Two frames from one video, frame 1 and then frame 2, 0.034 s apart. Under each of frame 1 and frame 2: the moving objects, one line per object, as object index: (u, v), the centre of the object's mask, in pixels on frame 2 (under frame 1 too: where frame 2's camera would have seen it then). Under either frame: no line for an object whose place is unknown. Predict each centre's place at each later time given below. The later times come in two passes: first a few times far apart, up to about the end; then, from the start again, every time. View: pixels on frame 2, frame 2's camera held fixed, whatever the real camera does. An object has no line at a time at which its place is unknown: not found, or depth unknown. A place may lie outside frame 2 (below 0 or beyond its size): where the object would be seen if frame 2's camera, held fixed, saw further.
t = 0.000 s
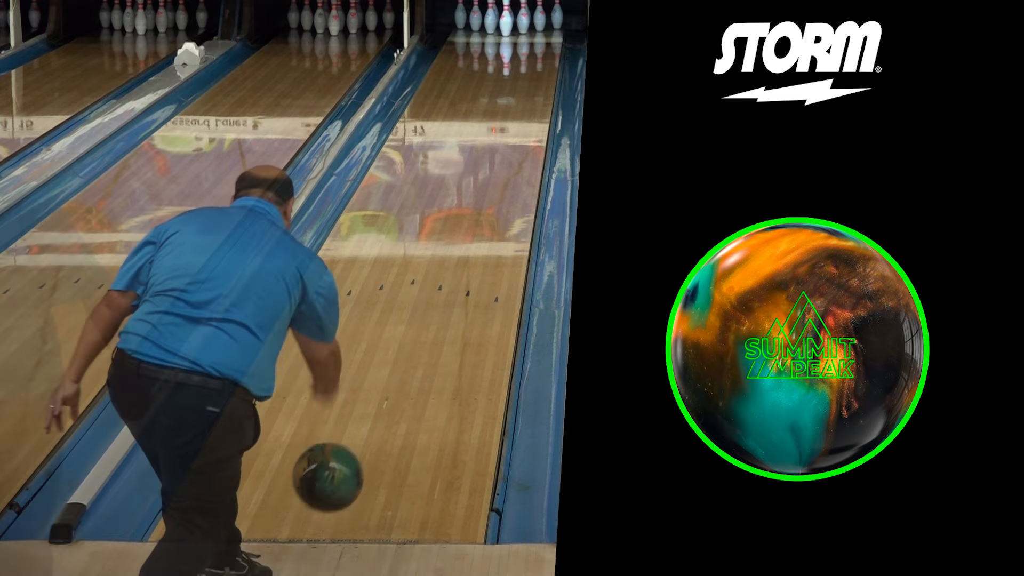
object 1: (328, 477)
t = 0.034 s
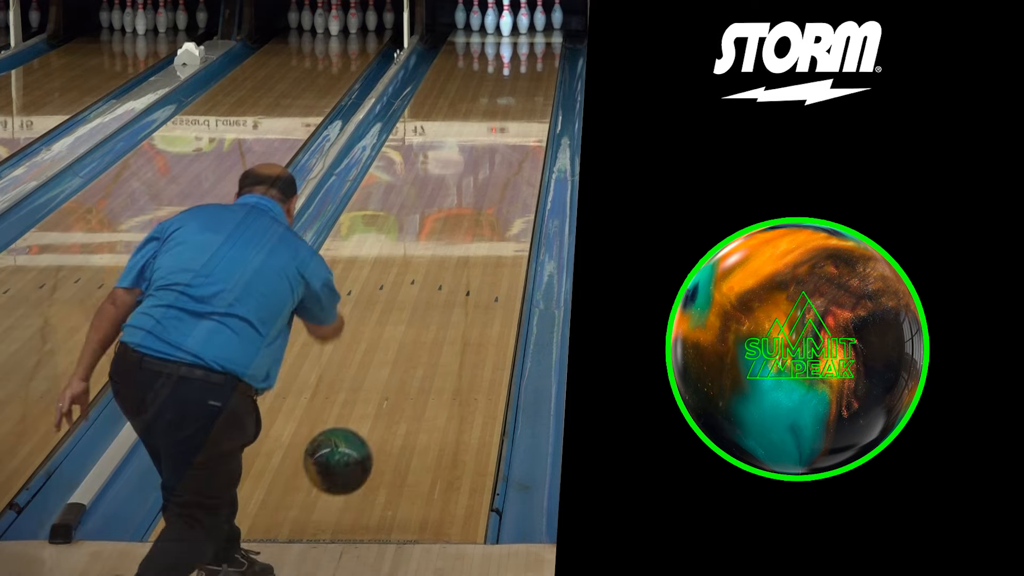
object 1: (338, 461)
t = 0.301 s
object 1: (402, 375)
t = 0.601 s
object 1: (450, 280)
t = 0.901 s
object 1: (483, 210)
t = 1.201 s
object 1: (507, 158)
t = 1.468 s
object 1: (522, 122)
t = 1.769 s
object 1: (532, 90)
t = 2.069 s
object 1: (533, 63)
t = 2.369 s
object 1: (527, 43)
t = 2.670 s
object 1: (515, 26)
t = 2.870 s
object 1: (516, 21)
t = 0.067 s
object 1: (348, 449)
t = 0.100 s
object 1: (357, 441)
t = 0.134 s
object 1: (365, 436)
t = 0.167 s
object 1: (373, 435)
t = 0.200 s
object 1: (381, 421)
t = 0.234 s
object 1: (389, 402)
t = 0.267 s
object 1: (396, 387)
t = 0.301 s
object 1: (402, 375)
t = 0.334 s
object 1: (409, 367)
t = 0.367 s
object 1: (414, 354)
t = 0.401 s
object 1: (420, 343)
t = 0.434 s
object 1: (426, 331)
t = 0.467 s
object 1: (431, 320)
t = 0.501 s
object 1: (436, 309)
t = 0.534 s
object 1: (441, 299)
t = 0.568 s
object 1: (446, 289)
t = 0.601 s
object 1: (450, 280)
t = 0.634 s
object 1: (454, 271)
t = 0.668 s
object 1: (458, 262)
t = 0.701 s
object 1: (462, 254)
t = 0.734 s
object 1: (466, 246)
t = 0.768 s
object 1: (470, 238)
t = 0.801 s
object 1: (474, 230)
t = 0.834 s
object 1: (477, 223)
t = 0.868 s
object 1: (480, 216)
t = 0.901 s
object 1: (483, 210)
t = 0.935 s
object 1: (486, 203)
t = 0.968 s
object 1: (489, 196)
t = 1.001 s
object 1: (492, 190)
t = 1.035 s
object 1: (495, 185)
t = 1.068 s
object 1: (498, 179)
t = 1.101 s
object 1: (500, 174)
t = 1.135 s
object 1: (502, 168)
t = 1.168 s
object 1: (504, 163)
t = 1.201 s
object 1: (507, 158)
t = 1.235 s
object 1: (509, 153)
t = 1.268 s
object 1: (511, 148)
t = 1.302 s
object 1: (513, 144)
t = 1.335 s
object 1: (515, 139)
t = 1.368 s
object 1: (517, 134)
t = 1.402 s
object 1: (518, 130)
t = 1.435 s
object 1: (520, 126)
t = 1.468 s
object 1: (522, 122)
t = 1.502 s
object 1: (523, 118)
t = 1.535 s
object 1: (525, 114)
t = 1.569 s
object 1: (526, 110)
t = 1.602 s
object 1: (527, 106)
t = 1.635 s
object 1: (528, 103)
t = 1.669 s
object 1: (529, 99)
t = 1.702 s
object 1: (530, 96)
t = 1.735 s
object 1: (531, 92)
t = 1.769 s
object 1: (532, 90)
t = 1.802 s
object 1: (532, 86)
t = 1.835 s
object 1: (533, 83)
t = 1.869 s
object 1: (533, 80)
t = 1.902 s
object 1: (534, 77)
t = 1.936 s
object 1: (534, 74)
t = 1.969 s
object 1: (534, 71)
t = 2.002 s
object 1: (533, 69)
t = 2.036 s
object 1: (534, 66)
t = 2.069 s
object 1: (533, 63)
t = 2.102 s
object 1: (533, 61)
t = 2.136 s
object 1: (533, 58)
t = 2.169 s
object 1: (532, 55)
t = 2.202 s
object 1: (532, 53)
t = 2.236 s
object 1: (531, 51)
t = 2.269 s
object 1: (530, 49)
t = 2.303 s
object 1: (529, 46)
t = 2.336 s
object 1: (528, 45)
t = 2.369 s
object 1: (527, 43)
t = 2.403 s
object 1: (526, 41)
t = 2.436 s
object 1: (525, 39)
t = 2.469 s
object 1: (523, 37)
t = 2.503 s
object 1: (522, 35)
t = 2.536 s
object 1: (520, 33)
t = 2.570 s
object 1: (519, 31)
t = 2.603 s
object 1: (517, 29)
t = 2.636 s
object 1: (516, 28)
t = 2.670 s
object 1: (515, 26)
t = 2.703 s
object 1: (516, 25)
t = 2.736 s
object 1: (516, 23)
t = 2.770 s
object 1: (516, 23)
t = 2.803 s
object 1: (515, 22)
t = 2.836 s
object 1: (515, 21)
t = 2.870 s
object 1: (516, 21)
